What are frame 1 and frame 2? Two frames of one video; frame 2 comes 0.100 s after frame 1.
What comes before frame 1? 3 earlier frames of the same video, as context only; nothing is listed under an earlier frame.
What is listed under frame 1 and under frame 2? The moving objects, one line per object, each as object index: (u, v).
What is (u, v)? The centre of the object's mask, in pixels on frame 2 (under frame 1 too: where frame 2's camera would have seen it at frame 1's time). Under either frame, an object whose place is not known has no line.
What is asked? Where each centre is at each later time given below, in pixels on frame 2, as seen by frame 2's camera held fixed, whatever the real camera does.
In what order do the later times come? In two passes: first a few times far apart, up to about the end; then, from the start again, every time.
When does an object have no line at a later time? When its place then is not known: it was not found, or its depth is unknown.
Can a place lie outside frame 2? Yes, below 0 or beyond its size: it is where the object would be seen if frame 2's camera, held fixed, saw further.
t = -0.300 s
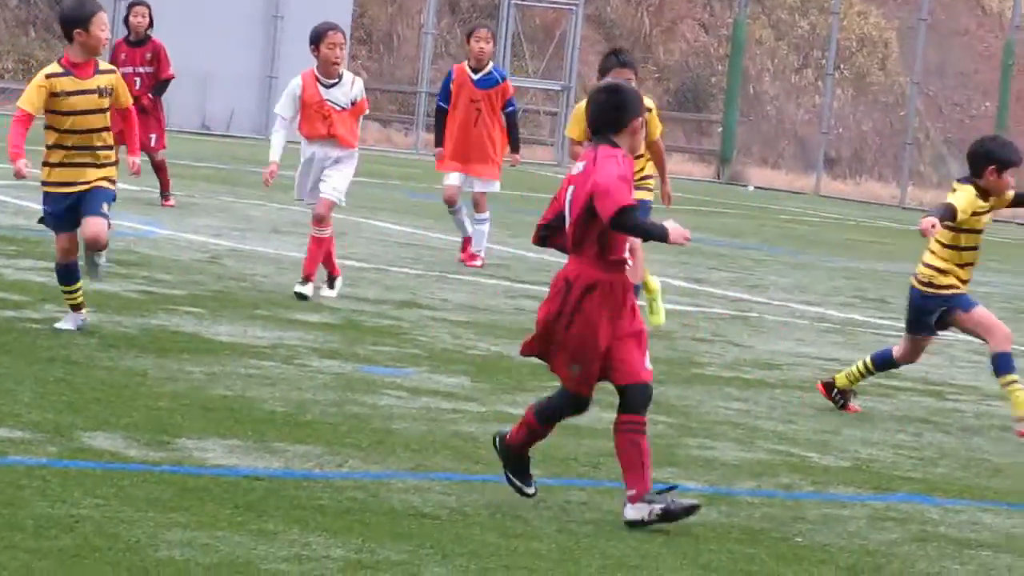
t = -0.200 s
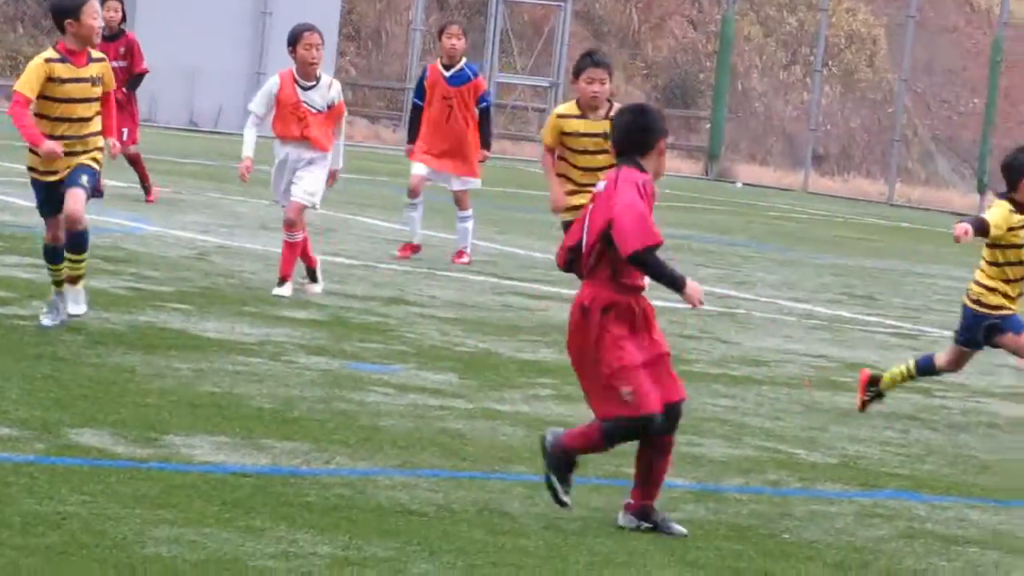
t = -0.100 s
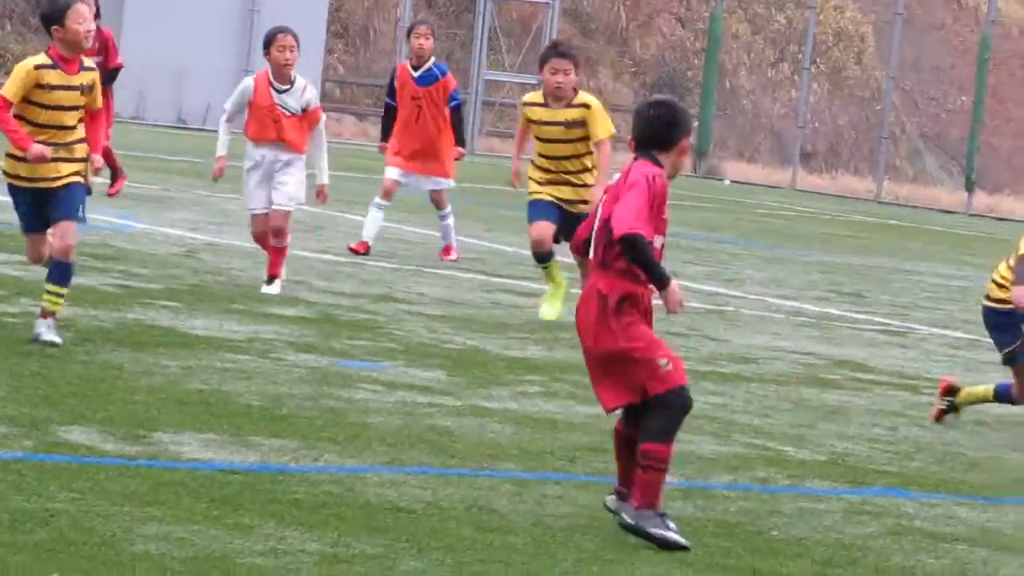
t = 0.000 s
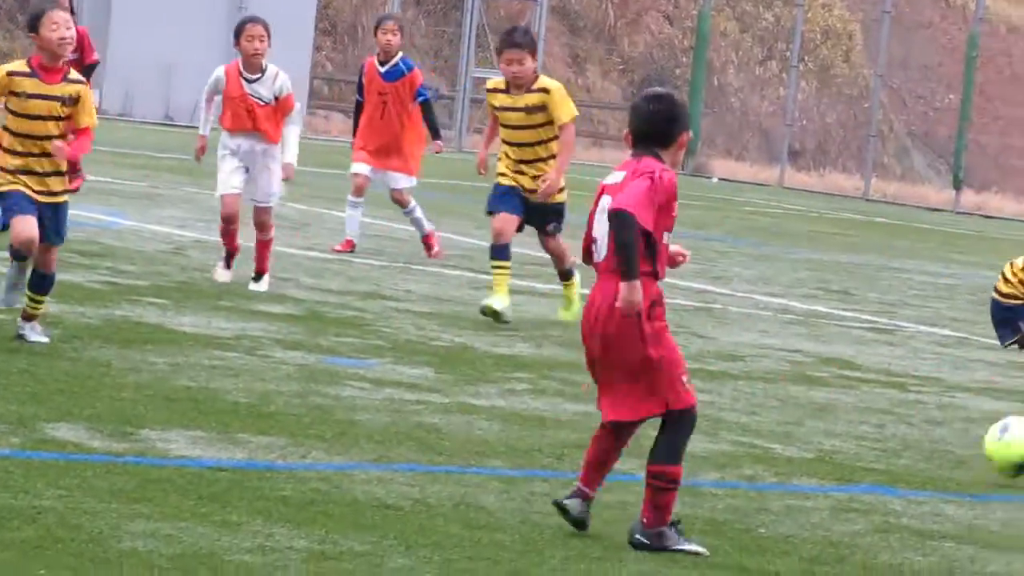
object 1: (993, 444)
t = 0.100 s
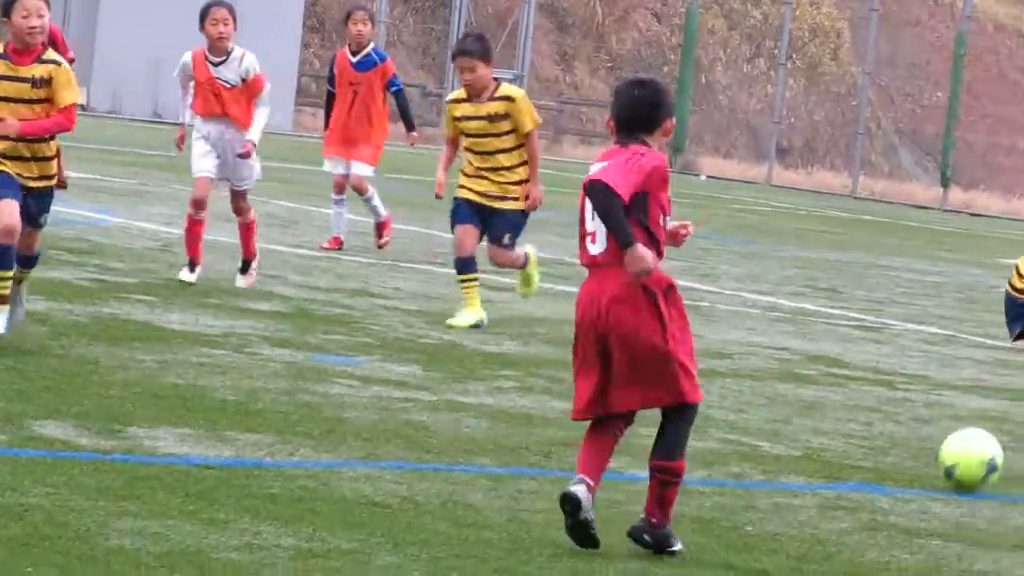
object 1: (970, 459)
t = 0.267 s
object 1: (928, 470)
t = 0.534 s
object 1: (868, 508)
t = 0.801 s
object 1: (804, 538)
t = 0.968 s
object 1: (758, 555)
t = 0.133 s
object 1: (964, 454)
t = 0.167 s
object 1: (956, 452)
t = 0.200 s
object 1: (948, 452)
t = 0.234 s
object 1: (939, 460)
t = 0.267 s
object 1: (928, 470)
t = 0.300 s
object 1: (918, 483)
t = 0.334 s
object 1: (912, 482)
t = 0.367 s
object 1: (905, 480)
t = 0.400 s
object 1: (898, 481)
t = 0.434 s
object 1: (892, 486)
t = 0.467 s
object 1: (884, 496)
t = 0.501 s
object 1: (875, 509)
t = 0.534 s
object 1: (868, 508)
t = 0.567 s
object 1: (861, 509)
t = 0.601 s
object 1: (854, 513)
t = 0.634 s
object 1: (844, 524)
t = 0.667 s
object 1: (836, 525)
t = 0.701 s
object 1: (829, 523)
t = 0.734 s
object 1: (822, 525)
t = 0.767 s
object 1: (812, 532)
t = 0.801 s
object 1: (804, 538)
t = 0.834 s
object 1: (795, 540)
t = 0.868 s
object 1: (785, 544)
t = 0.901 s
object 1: (775, 552)
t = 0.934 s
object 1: (768, 553)
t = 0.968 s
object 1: (758, 555)
